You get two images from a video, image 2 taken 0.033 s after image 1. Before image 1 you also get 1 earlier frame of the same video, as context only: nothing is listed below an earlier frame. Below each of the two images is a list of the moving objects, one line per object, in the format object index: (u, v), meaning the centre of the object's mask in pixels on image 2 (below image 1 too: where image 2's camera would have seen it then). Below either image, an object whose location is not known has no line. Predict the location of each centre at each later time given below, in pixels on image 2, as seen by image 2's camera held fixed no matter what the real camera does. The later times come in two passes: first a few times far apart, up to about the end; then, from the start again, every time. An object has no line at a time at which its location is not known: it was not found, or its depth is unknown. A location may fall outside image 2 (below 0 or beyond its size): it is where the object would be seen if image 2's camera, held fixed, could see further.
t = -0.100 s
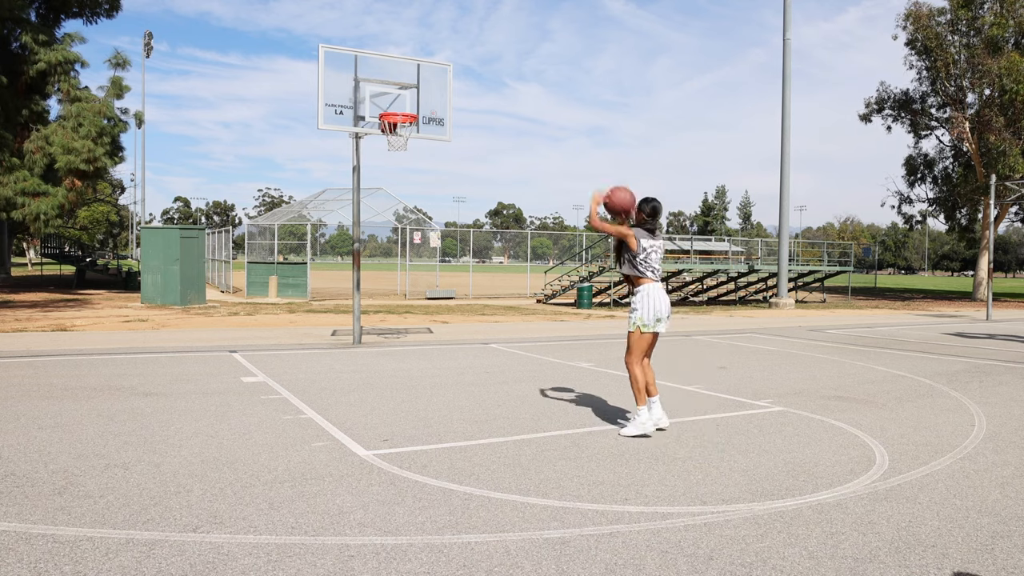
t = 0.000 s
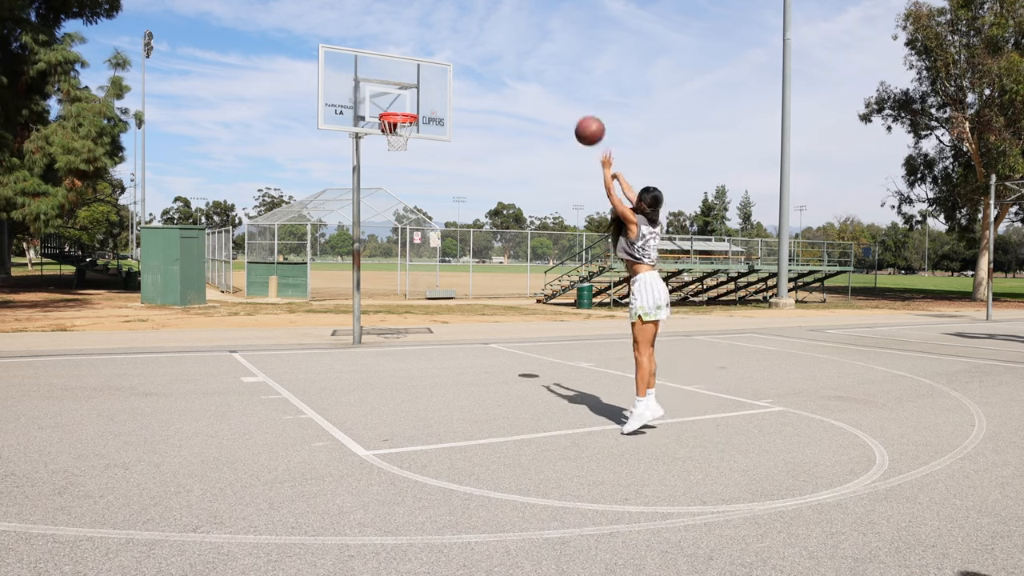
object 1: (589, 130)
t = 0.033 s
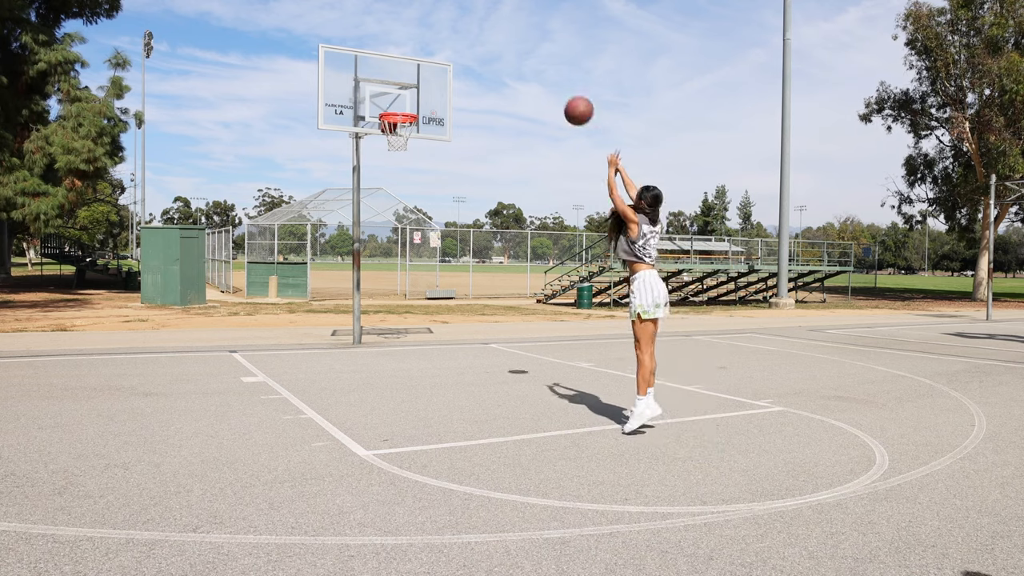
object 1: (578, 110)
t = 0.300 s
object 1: (505, 19)
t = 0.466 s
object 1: (470, 10)
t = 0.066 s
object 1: (568, 92)
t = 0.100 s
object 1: (558, 77)
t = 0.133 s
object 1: (548, 63)
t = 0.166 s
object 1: (539, 51)
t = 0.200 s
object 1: (530, 41)
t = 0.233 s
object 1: (522, 32)
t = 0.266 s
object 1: (513, 25)
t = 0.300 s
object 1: (505, 19)
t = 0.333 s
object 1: (498, 15)
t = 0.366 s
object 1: (490, 12)
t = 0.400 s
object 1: (483, 11)
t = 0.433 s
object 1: (476, 10)
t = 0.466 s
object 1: (470, 10)
